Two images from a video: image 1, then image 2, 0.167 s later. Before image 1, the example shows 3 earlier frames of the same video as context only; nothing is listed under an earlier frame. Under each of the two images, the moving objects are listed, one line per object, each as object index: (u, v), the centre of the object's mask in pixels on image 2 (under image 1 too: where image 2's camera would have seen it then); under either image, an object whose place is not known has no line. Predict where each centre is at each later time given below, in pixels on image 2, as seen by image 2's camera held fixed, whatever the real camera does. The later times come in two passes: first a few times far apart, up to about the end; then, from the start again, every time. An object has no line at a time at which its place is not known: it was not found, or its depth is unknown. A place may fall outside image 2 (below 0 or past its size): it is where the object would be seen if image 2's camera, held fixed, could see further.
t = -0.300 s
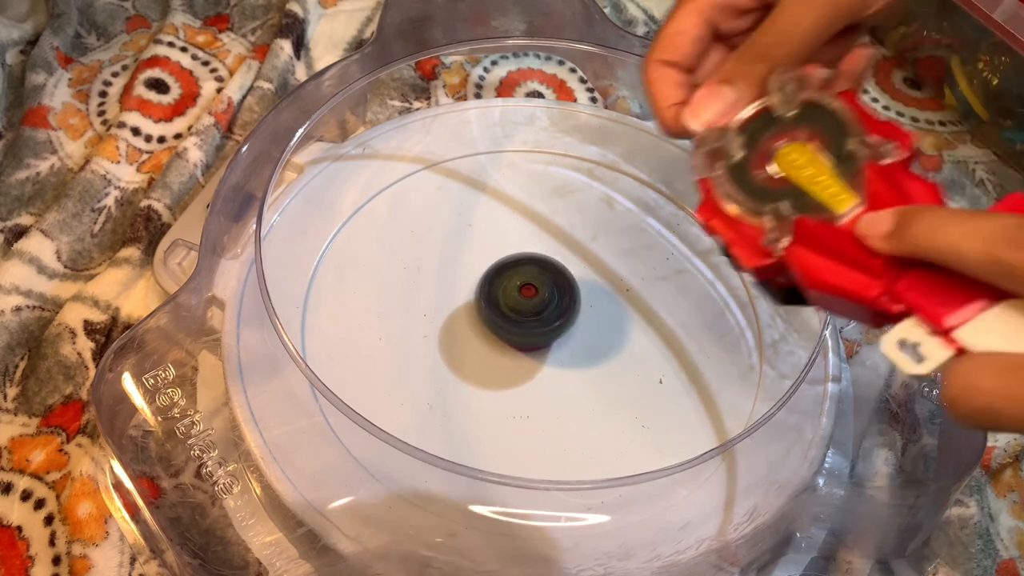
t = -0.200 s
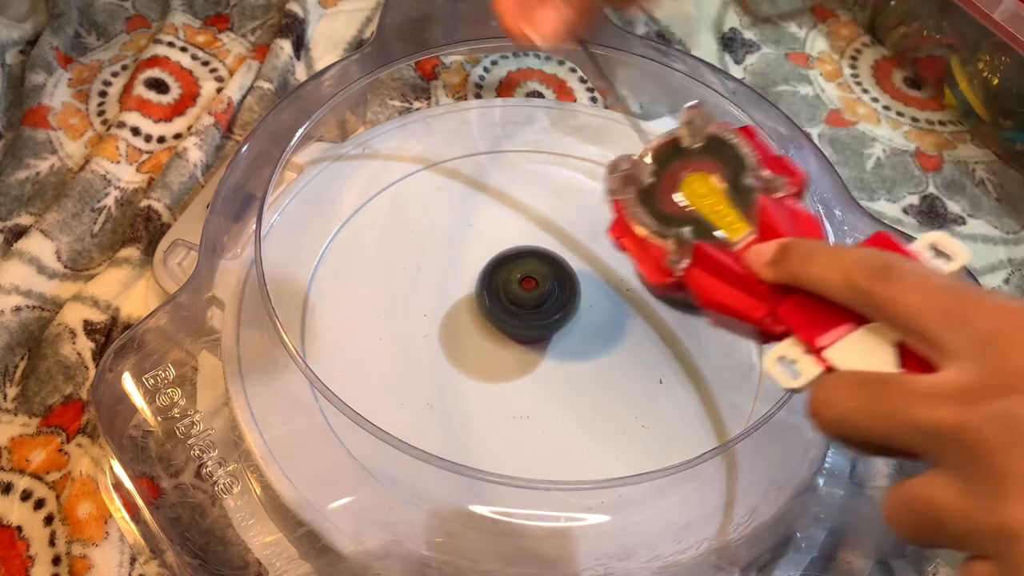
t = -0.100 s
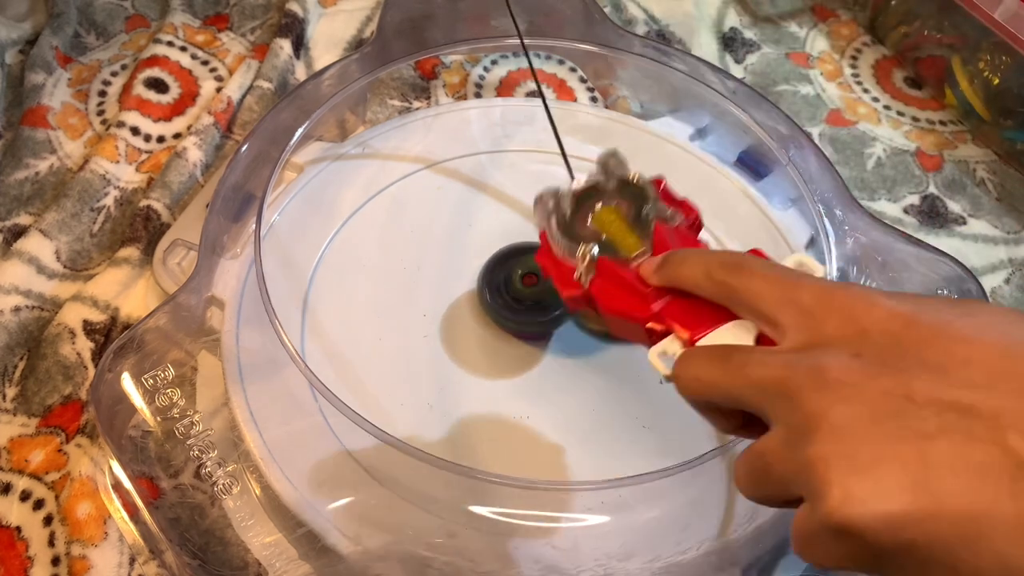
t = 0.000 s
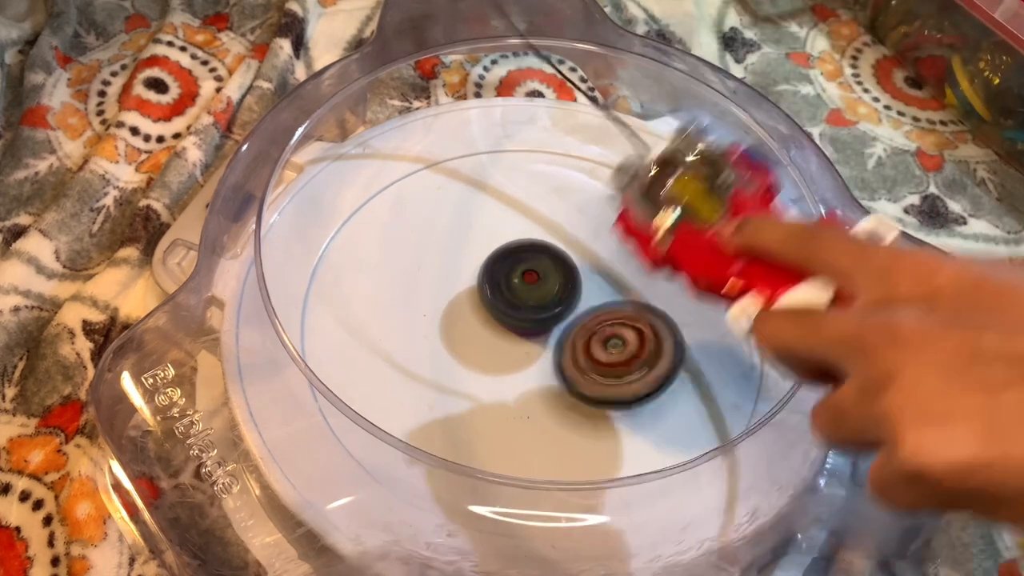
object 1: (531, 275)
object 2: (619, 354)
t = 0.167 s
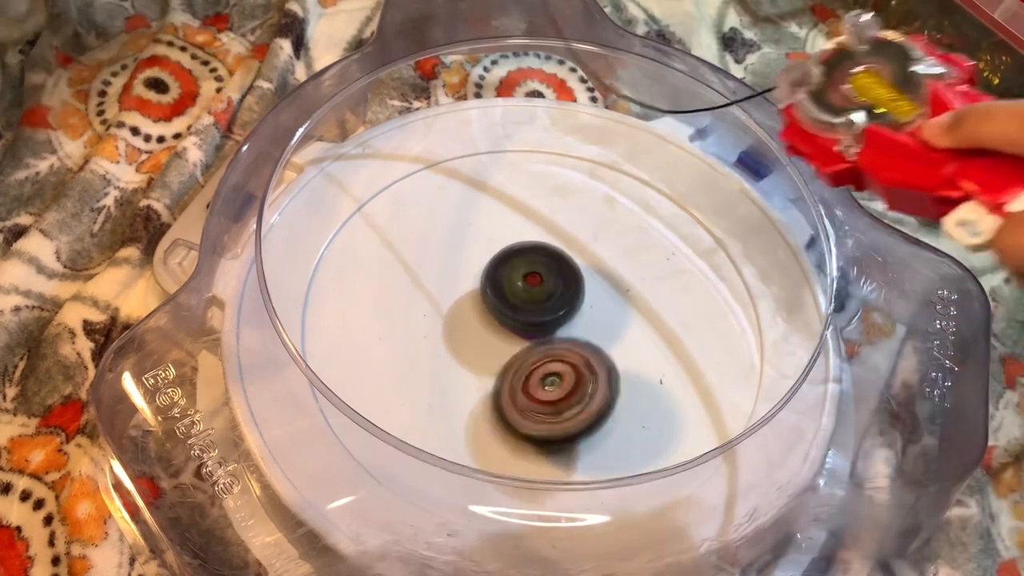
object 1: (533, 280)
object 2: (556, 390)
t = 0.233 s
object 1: (536, 282)
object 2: (529, 395)
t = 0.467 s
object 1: (539, 299)
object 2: (475, 405)
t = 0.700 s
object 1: (535, 302)
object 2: (499, 409)
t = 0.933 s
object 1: (537, 300)
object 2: (522, 435)
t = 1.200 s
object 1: (534, 306)
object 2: (574, 490)
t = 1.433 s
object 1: (527, 172)
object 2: (566, 427)
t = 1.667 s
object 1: (605, 150)
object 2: (492, 489)
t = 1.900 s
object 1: (656, 279)
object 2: (557, 379)
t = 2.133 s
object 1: (621, 344)
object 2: (356, 223)
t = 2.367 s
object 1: (545, 335)
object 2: (357, 289)
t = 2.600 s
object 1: (537, 290)
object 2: (390, 360)
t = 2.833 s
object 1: (576, 261)
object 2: (434, 310)
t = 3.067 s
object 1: (612, 266)
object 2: (380, 310)
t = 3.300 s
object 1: (703, 258)
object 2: (440, 294)
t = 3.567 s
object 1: (743, 312)
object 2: (364, 346)
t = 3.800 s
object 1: (708, 326)
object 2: (552, 320)
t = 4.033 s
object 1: (702, 341)
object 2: (501, 149)
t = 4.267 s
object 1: (612, 332)
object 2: (370, 257)
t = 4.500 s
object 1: (553, 266)
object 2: (603, 391)
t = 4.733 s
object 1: (539, 234)
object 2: (714, 211)
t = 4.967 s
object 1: (509, 265)
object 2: (503, 150)
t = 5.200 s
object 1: (487, 412)
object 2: (378, 259)
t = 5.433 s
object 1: (402, 464)
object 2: (590, 352)
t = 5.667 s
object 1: (406, 356)
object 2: (676, 189)
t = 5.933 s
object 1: (490, 328)
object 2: (465, 209)
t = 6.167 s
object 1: (580, 400)
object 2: (453, 357)
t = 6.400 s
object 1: (867, 431)
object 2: (433, 356)
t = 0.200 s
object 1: (534, 281)
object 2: (542, 392)
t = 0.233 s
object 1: (536, 282)
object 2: (529, 395)
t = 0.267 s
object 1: (538, 285)
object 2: (517, 396)
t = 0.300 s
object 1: (540, 288)
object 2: (505, 399)
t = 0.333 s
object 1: (541, 291)
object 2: (496, 400)
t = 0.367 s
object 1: (541, 292)
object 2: (488, 402)
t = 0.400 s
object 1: (541, 295)
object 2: (481, 404)
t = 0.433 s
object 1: (540, 298)
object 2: (477, 405)
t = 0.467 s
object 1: (539, 299)
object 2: (475, 405)
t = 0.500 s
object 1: (538, 300)
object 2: (475, 406)
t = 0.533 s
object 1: (537, 301)
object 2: (476, 406)
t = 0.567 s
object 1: (536, 303)
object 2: (479, 406)
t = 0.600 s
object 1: (535, 306)
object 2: (483, 405)
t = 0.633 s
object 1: (534, 308)
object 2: (488, 404)
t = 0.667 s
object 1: (533, 308)
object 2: (493, 404)
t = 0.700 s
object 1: (535, 302)
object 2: (499, 409)
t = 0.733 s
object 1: (536, 300)
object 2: (503, 414)
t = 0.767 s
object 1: (537, 298)
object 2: (507, 420)
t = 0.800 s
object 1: (537, 298)
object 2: (511, 423)
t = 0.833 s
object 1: (537, 299)
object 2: (515, 426)
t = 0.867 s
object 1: (537, 300)
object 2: (518, 429)
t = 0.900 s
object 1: (537, 300)
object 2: (520, 432)
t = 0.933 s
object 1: (537, 300)
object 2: (522, 435)
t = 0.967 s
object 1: (536, 301)
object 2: (521, 444)
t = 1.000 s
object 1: (537, 302)
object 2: (522, 453)
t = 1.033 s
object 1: (536, 304)
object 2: (522, 460)
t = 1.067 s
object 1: (536, 304)
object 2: (525, 469)
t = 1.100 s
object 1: (536, 304)
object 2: (531, 475)
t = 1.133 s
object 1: (535, 304)
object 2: (540, 483)
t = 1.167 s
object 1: (534, 305)
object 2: (554, 489)
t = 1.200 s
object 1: (534, 306)
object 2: (574, 490)
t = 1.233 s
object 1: (533, 306)
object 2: (594, 477)
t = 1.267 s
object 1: (533, 305)
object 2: (606, 456)
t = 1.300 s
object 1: (533, 303)
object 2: (610, 427)
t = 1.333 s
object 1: (533, 307)
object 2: (605, 395)
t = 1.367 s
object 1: (527, 256)
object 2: (598, 407)
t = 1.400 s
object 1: (525, 210)
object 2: (586, 418)
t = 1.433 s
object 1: (527, 172)
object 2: (566, 427)
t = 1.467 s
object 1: (534, 142)
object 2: (544, 433)
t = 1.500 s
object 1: (542, 119)
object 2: (523, 445)
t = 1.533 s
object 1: (553, 111)
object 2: (507, 456)
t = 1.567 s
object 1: (562, 115)
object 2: (496, 466)
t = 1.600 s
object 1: (578, 120)
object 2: (490, 473)
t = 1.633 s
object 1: (591, 133)
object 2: (488, 483)
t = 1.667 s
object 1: (605, 150)
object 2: (492, 489)
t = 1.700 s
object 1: (619, 166)
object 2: (501, 487)
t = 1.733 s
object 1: (634, 183)
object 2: (515, 482)
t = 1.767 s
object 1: (646, 199)
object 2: (533, 473)
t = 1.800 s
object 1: (655, 219)
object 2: (550, 457)
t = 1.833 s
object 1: (661, 239)
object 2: (560, 433)
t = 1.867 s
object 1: (662, 260)
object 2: (562, 408)
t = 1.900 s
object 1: (656, 279)
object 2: (557, 379)
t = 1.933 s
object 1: (645, 297)
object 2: (544, 349)
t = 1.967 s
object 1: (653, 308)
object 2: (512, 320)
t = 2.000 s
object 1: (654, 318)
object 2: (480, 294)
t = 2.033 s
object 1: (650, 329)
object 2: (447, 271)
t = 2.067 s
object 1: (642, 336)
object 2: (416, 251)
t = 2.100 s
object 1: (632, 341)
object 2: (385, 235)
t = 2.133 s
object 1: (621, 344)
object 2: (356, 223)
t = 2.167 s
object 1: (610, 346)
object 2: (331, 218)
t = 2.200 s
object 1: (599, 347)
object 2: (328, 218)
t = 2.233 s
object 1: (587, 346)
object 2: (328, 230)
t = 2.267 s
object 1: (576, 346)
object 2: (331, 245)
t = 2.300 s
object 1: (565, 342)
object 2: (338, 258)
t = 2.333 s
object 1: (555, 339)
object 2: (347, 273)
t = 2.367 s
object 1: (545, 335)
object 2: (357, 289)
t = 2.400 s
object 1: (536, 331)
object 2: (369, 304)
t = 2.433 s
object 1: (528, 325)
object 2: (382, 319)
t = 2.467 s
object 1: (520, 320)
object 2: (394, 332)
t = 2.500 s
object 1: (519, 314)
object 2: (401, 342)
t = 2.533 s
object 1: (528, 306)
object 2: (395, 349)
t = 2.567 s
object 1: (534, 298)
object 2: (390, 354)
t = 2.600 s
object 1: (537, 290)
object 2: (390, 360)
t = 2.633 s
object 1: (540, 285)
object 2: (397, 361)
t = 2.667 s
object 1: (541, 282)
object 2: (407, 361)
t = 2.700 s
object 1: (543, 280)
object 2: (421, 355)
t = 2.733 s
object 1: (544, 278)
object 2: (434, 346)
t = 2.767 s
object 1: (546, 277)
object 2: (446, 333)
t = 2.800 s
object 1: (557, 270)
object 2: (445, 321)
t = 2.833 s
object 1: (576, 261)
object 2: (434, 310)
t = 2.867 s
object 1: (589, 257)
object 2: (422, 299)
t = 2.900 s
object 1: (599, 254)
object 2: (410, 291)
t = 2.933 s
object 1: (605, 256)
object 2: (397, 286)
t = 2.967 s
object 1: (610, 257)
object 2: (386, 285)
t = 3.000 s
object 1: (612, 259)
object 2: (378, 289)
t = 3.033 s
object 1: (613, 263)
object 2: (375, 297)
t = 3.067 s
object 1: (612, 266)
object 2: (380, 310)
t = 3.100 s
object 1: (611, 270)
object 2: (393, 321)
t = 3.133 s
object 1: (608, 273)
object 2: (413, 328)
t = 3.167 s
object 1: (605, 277)
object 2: (437, 331)
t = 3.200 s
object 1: (602, 278)
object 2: (463, 326)
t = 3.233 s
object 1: (598, 281)
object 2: (488, 318)
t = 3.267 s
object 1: (649, 269)
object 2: (467, 308)
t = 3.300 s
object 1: (703, 258)
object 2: (440, 294)
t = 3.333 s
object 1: (744, 250)
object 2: (413, 281)
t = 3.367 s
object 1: (771, 242)
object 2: (389, 274)
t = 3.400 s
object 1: (783, 245)
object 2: (367, 272)
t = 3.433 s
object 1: (782, 258)
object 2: (349, 276)
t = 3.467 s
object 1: (778, 271)
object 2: (339, 287)
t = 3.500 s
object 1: (771, 285)
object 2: (336, 302)
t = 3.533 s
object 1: (761, 298)
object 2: (343, 323)
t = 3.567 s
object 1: (743, 312)
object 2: (364, 346)
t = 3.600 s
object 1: (725, 325)
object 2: (394, 364)
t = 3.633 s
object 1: (703, 338)
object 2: (435, 375)
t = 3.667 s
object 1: (683, 344)
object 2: (478, 377)
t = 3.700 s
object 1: (660, 351)
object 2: (517, 370)
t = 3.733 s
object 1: (665, 344)
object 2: (540, 357)
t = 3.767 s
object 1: (690, 336)
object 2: (545, 341)
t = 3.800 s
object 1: (708, 326)
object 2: (552, 320)
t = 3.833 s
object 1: (719, 320)
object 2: (560, 293)
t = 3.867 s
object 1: (723, 320)
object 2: (561, 266)
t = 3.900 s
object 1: (725, 321)
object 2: (560, 238)
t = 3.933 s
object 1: (723, 325)
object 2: (553, 211)
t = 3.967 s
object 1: (718, 331)
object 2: (541, 186)
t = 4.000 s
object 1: (711, 336)
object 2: (524, 164)
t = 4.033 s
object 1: (702, 341)
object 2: (501, 149)
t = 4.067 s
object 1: (690, 344)
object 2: (477, 138)
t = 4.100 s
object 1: (678, 344)
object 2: (452, 139)
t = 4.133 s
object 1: (663, 347)
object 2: (430, 155)
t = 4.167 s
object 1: (649, 345)
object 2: (405, 169)
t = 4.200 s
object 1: (636, 342)
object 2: (384, 193)
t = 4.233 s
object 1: (623, 338)
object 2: (372, 221)
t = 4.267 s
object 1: (612, 332)
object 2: (370, 257)
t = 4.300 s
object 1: (603, 326)
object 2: (383, 291)
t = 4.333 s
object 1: (591, 317)
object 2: (402, 324)
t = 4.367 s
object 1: (580, 307)
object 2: (434, 352)
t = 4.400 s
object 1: (571, 297)
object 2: (469, 372)
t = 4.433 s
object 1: (564, 284)
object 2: (512, 388)
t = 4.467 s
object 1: (557, 274)
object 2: (557, 393)
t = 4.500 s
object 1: (553, 266)
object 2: (603, 391)
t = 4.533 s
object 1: (549, 254)
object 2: (645, 377)
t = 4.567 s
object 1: (545, 247)
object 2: (683, 357)
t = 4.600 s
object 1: (544, 237)
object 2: (712, 330)
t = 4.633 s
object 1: (545, 234)
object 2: (732, 300)
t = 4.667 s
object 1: (544, 233)
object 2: (744, 267)
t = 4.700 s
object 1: (542, 231)
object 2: (737, 235)
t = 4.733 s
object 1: (539, 234)
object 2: (714, 211)
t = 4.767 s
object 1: (539, 235)
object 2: (687, 191)
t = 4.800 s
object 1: (538, 238)
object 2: (659, 173)
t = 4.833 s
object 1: (538, 238)
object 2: (629, 157)
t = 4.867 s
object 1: (536, 238)
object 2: (595, 149)
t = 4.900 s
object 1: (532, 237)
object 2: (560, 148)
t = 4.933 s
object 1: (521, 249)
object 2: (531, 146)
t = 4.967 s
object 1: (509, 265)
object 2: (503, 150)
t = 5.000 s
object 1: (497, 277)
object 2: (475, 162)
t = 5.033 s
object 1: (487, 284)
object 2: (454, 182)
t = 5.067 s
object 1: (485, 306)
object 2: (435, 197)
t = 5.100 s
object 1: (488, 339)
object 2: (413, 200)
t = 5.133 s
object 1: (491, 368)
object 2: (394, 212)
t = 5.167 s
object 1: (490, 392)
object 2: (382, 233)
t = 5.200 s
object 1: (487, 412)
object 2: (378, 259)
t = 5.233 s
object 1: (483, 424)
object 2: (387, 289)
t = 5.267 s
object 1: (475, 440)
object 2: (407, 318)
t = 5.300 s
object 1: (466, 451)
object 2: (436, 342)
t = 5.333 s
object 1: (451, 461)
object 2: (475, 357)
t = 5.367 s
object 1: (433, 469)
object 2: (516, 365)
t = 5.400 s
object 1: (415, 471)
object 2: (554, 361)
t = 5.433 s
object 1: (402, 464)
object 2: (590, 352)
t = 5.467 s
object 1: (396, 448)
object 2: (621, 337)
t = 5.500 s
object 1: (391, 431)
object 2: (644, 317)
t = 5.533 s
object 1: (391, 415)
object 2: (663, 294)
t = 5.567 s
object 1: (396, 389)
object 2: (677, 269)
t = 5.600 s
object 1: (395, 380)
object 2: (682, 243)
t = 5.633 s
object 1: (399, 367)
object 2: (683, 216)
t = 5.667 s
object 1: (406, 356)
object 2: (676, 189)
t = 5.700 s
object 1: (416, 346)
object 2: (660, 167)
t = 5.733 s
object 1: (426, 338)
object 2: (630, 159)
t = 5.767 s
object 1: (439, 332)
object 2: (600, 150)
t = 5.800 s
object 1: (450, 328)
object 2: (568, 146)
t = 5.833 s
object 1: (461, 327)
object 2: (536, 151)
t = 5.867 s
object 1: (472, 326)
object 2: (506, 163)
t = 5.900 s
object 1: (481, 327)
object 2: (483, 183)
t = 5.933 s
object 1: (490, 328)
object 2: (465, 209)
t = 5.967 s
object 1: (498, 329)
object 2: (452, 237)
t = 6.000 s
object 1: (514, 348)
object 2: (438, 251)
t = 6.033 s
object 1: (531, 364)
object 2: (428, 268)
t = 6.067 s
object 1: (544, 377)
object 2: (424, 290)
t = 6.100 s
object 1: (554, 385)
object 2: (428, 315)
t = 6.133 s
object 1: (558, 391)
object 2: (443, 340)
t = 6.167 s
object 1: (580, 400)
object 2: (453, 357)
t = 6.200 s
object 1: (600, 408)
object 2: (465, 373)
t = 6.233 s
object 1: (614, 413)
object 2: (486, 386)
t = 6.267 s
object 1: (667, 418)
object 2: (480, 383)
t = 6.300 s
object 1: (732, 427)
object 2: (464, 374)
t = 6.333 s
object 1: (784, 428)
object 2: (452, 366)
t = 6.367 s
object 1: (829, 429)
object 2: (441, 362)
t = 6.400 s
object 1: (867, 431)
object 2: (433, 356)
